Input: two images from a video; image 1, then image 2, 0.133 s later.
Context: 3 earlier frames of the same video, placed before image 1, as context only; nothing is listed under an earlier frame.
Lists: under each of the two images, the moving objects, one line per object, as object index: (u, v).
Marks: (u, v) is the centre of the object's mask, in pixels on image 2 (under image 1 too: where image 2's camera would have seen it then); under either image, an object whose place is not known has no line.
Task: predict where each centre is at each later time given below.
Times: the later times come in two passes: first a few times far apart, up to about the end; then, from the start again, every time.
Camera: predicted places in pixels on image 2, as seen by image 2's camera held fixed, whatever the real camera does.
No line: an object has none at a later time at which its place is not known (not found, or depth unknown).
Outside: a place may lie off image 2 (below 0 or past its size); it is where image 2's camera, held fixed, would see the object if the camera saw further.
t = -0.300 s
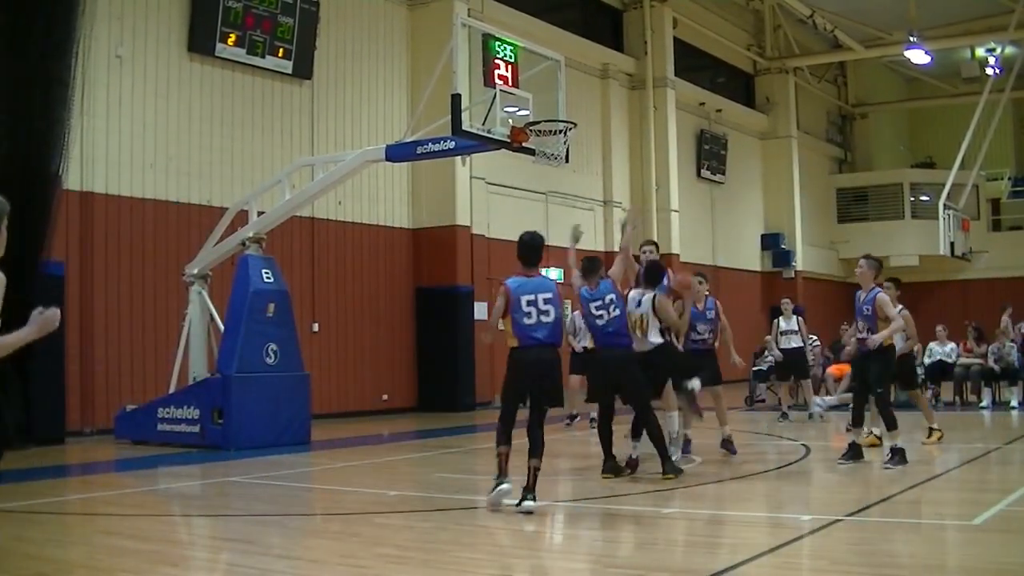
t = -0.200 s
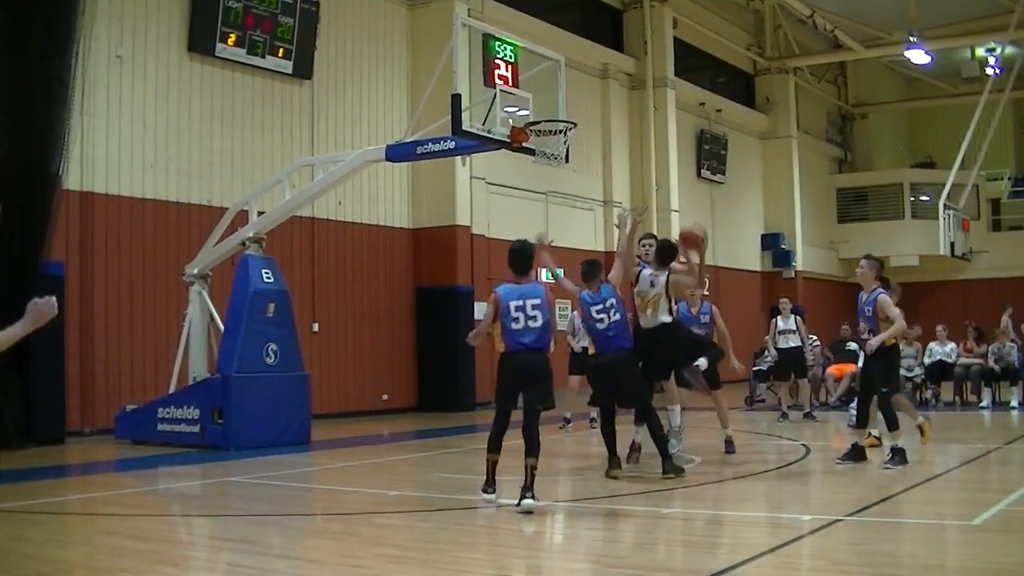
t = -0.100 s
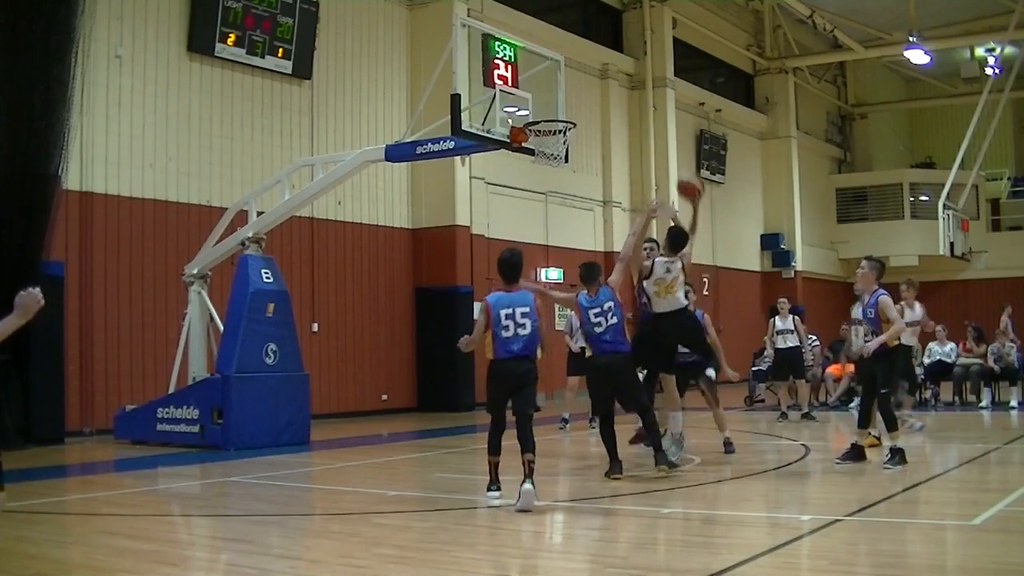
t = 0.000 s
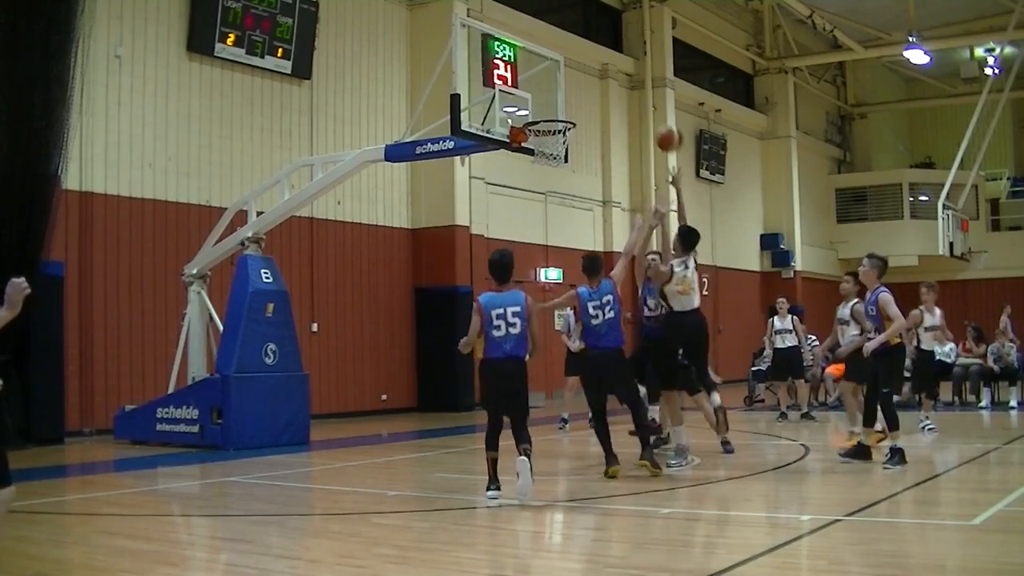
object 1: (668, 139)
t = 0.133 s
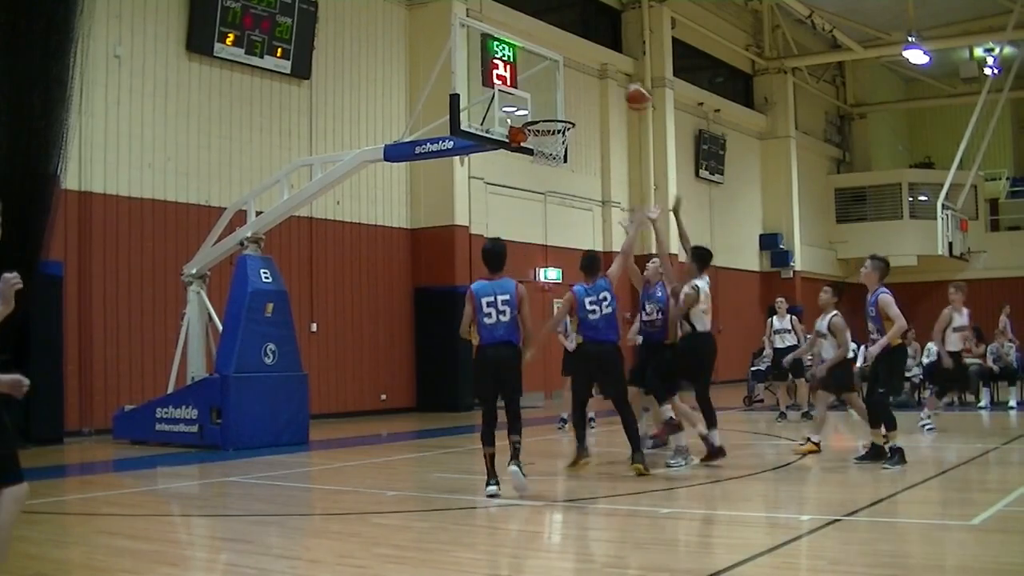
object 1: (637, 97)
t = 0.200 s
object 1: (624, 84)
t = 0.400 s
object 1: (585, 77)
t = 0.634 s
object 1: (543, 115)
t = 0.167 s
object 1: (629, 90)
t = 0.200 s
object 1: (624, 84)
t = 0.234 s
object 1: (616, 79)
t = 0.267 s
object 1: (611, 76)
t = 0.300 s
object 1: (604, 74)
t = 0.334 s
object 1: (598, 74)
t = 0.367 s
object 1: (591, 75)
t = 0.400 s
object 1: (585, 77)
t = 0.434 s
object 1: (579, 79)
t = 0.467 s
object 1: (574, 83)
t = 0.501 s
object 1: (568, 88)
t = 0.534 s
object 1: (561, 94)
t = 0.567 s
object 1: (555, 101)
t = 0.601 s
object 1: (549, 108)
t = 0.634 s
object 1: (543, 115)
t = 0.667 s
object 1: (541, 110)
